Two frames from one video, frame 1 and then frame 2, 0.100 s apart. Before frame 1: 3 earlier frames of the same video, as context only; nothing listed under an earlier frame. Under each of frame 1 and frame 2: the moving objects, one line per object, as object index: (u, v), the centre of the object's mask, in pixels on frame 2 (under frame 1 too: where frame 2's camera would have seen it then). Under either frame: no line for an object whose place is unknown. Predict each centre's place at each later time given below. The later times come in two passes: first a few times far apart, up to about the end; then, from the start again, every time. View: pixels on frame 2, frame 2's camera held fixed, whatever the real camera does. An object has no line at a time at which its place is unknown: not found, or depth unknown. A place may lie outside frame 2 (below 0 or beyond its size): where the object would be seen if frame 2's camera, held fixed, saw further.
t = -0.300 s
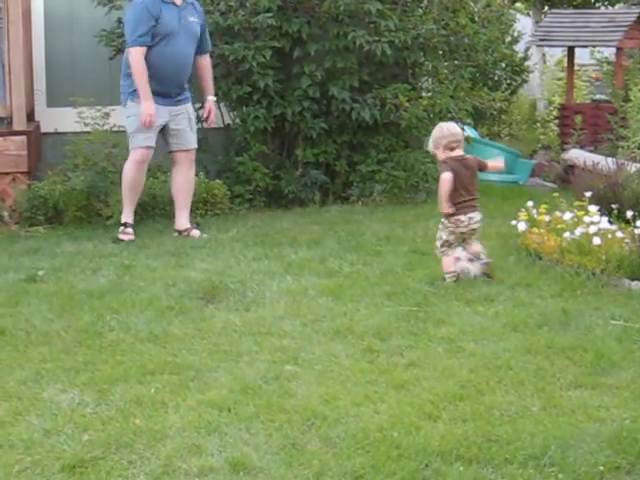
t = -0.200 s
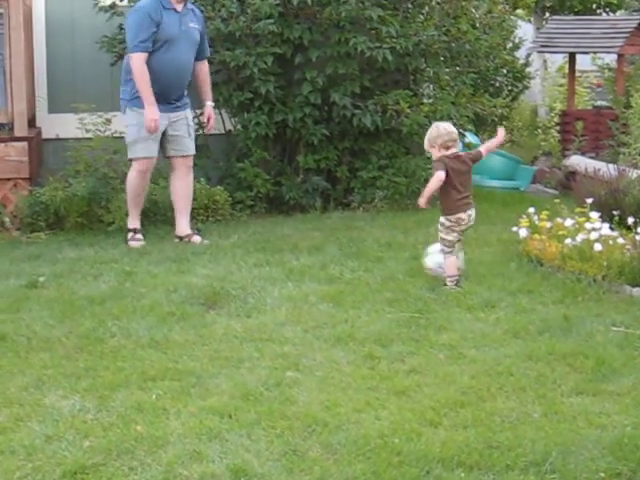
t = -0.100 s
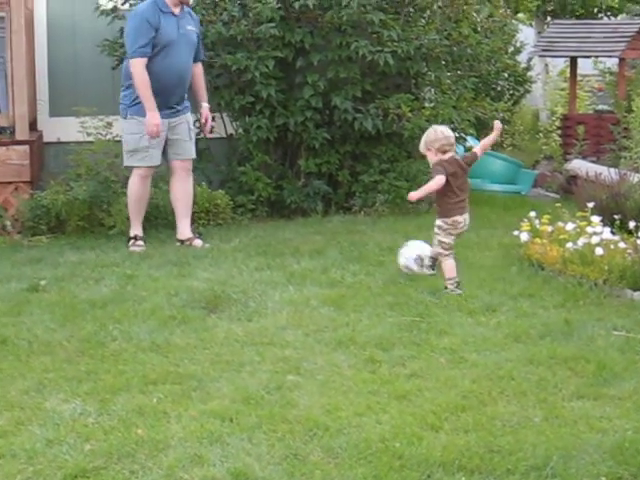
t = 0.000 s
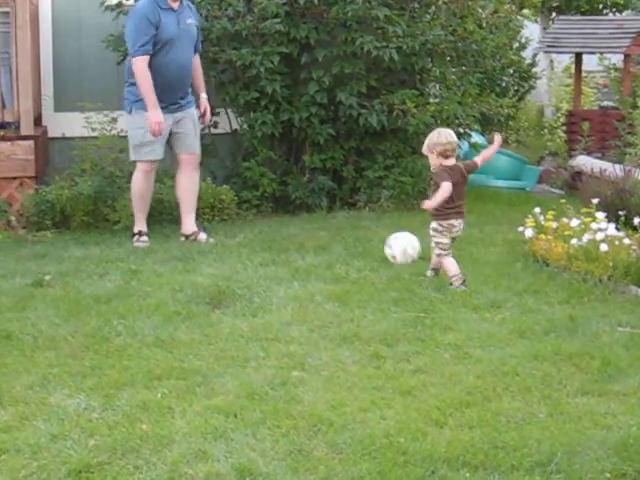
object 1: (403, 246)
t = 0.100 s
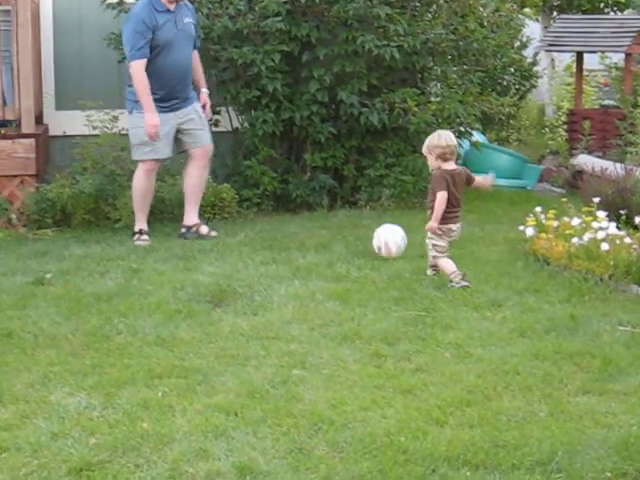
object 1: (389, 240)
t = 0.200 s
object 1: (380, 235)
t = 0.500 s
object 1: (354, 234)
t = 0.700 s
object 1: (340, 233)
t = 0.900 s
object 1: (332, 231)
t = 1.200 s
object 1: (327, 230)
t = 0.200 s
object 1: (380, 235)
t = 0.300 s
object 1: (371, 239)
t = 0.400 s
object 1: (362, 236)
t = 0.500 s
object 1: (354, 234)
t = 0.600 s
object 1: (347, 232)
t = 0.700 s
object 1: (340, 233)
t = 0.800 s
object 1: (335, 231)
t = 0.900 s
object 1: (332, 231)
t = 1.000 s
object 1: (328, 231)
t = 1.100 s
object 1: (327, 231)
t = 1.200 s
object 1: (327, 230)
